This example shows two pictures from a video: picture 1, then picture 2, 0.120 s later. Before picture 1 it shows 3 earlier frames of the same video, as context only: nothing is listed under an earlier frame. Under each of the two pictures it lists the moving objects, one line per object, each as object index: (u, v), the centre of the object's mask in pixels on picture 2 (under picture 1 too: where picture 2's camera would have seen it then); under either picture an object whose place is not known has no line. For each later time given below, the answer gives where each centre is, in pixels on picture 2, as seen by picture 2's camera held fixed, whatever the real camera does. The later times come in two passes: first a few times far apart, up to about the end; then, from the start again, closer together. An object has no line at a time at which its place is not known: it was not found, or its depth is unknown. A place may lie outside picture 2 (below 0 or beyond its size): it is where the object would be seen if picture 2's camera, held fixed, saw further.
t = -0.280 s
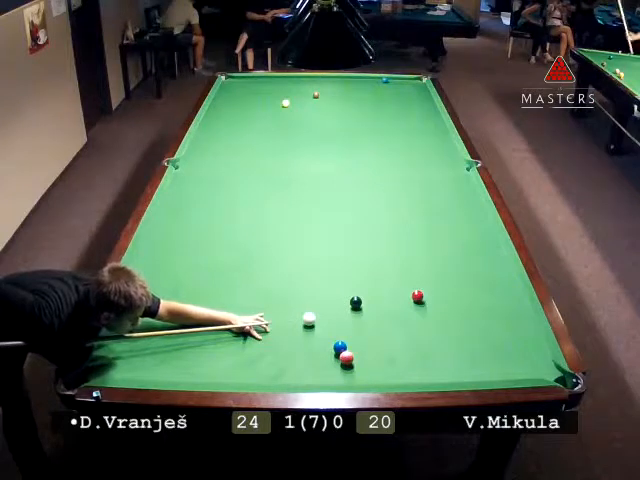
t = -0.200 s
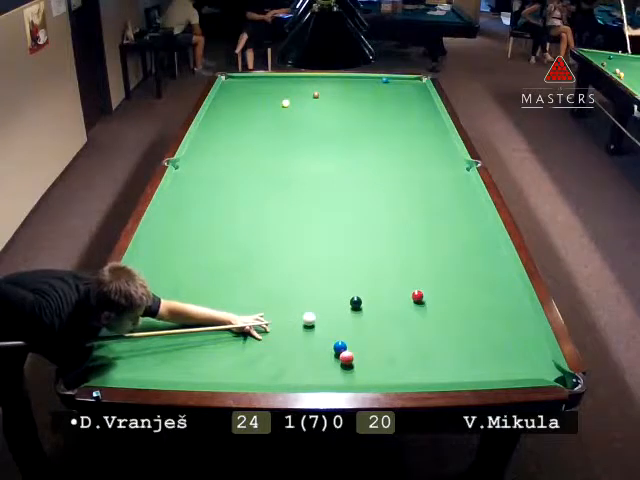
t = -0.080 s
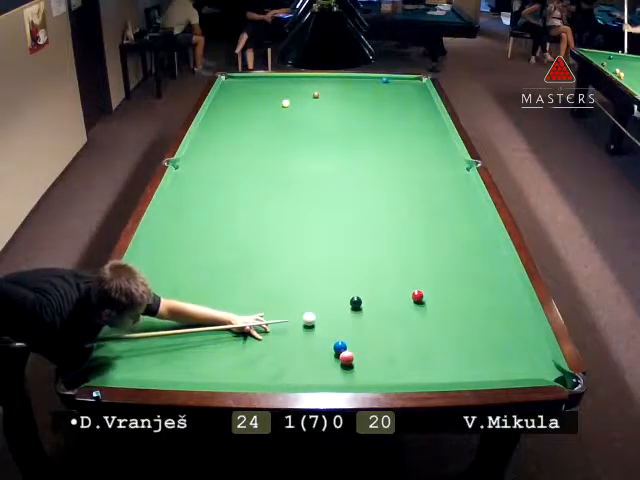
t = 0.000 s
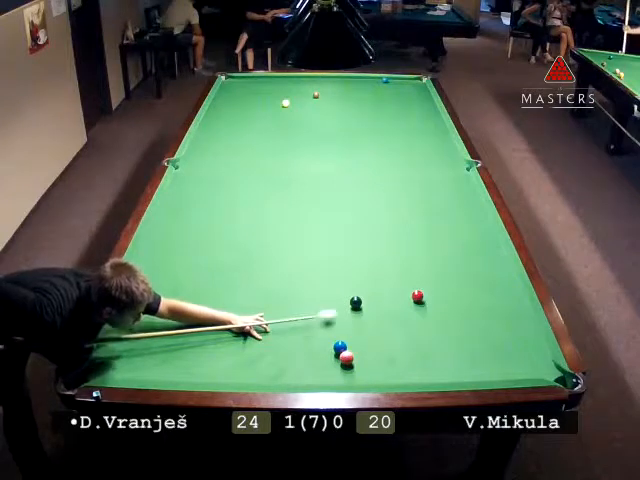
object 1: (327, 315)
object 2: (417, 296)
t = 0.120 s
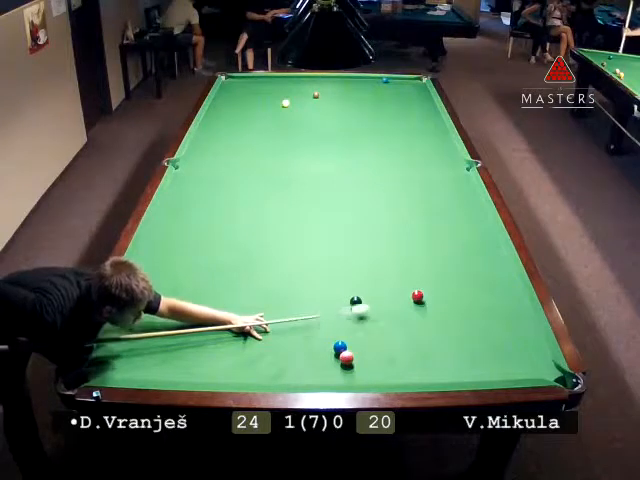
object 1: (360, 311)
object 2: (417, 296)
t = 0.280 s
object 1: (401, 304)
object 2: (417, 295)
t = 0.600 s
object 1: (460, 314)
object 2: (432, 279)
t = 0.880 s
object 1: (506, 323)
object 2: (444, 266)
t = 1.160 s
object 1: (520, 332)
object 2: (454, 255)
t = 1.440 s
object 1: (494, 339)
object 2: (463, 245)
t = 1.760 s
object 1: (464, 347)
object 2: (471, 236)
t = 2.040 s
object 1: (439, 353)
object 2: (477, 229)
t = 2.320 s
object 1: (416, 359)
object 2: (483, 224)
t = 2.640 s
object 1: (389, 366)
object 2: (484, 219)
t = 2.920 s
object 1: (368, 370)
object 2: (480, 216)
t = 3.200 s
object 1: (349, 374)
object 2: (476, 214)
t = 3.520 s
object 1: (329, 377)
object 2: (474, 213)
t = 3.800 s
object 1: (316, 377)
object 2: (474, 213)
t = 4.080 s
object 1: (305, 376)
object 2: (473, 213)
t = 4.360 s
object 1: (298, 375)
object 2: (473, 213)
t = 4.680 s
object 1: (291, 375)
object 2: (473, 213)
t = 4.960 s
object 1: (288, 375)
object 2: (473, 213)
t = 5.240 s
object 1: (287, 375)
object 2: (473, 213)
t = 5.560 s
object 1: (286, 375)
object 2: (473, 213)
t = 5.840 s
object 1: (286, 375)
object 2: (473, 213)
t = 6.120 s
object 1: (286, 375)
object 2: (473, 213)
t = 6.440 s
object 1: (286, 375)
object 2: (473, 213)
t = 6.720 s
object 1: (286, 375)
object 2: (473, 213)
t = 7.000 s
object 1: (286, 375)
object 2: (473, 213)
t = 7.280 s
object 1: (286, 375)
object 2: (473, 213)
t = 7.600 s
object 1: (286, 375)
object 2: (473, 213)
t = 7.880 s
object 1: (286, 375)
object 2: (473, 213)
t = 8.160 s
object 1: (286, 375)
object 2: (473, 213)
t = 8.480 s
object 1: (286, 375)
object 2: (473, 213)
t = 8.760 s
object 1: (286, 375)
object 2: (473, 213)
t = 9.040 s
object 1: (286, 375)
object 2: (473, 213)
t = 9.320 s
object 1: (286, 375)
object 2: (473, 213)
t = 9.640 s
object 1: (286, 375)
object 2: (473, 213)
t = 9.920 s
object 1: (286, 375)
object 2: (473, 213)
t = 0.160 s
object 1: (371, 308)
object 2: (417, 296)
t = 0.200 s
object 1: (381, 307)
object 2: (417, 295)
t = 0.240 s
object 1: (391, 305)
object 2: (417, 296)
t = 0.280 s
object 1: (401, 304)
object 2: (417, 295)
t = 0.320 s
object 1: (410, 303)
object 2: (420, 294)
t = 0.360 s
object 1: (418, 304)
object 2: (420, 293)
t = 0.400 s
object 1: (424, 306)
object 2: (422, 290)
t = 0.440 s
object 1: (432, 308)
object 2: (424, 288)
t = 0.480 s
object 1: (439, 309)
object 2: (426, 286)
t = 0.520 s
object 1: (446, 311)
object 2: (428, 284)
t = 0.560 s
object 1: (453, 312)
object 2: (430, 282)
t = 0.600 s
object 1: (460, 314)
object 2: (432, 279)
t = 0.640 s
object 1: (467, 315)
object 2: (434, 278)
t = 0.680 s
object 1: (473, 316)
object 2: (436, 276)
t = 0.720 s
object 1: (481, 318)
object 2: (438, 274)
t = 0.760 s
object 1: (487, 319)
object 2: (439, 272)
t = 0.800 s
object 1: (494, 320)
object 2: (441, 270)
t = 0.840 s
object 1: (500, 322)
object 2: (442, 268)
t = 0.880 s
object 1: (506, 323)
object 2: (444, 266)
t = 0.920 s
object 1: (513, 324)
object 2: (445, 265)
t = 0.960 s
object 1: (520, 325)
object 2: (447, 263)
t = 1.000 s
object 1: (526, 327)
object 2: (448, 261)
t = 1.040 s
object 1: (531, 328)
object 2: (450, 260)
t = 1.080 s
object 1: (528, 329)
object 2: (452, 257)
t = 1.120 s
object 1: (524, 330)
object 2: (453, 256)
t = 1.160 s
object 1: (520, 332)
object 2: (454, 255)
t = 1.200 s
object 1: (516, 333)
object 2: (455, 253)
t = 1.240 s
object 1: (512, 334)
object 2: (457, 252)
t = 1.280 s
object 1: (509, 335)
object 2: (458, 250)
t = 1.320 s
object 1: (505, 336)
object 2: (459, 249)
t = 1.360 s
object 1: (502, 337)
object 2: (460, 248)
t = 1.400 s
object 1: (497, 338)
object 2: (461, 246)
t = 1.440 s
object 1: (494, 339)
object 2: (463, 245)
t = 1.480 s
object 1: (490, 340)
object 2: (464, 244)
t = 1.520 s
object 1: (486, 341)
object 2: (465, 243)
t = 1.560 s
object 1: (483, 342)
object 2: (466, 241)
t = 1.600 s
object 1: (479, 343)
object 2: (467, 240)
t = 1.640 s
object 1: (475, 344)
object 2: (468, 239)
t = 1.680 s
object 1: (471, 345)
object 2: (469, 238)
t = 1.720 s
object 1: (468, 346)
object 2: (470, 237)
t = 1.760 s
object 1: (464, 347)
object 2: (471, 236)
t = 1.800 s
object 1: (461, 348)
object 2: (472, 235)
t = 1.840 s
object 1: (457, 349)
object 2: (473, 234)
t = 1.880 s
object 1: (454, 350)
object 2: (474, 233)
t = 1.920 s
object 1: (450, 351)
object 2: (475, 232)
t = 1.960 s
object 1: (446, 352)
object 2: (476, 231)
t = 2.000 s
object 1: (442, 353)
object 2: (477, 230)
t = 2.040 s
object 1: (439, 353)
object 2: (477, 229)
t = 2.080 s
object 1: (435, 354)
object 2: (478, 228)
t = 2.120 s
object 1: (432, 355)
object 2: (479, 228)
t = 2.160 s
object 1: (429, 356)
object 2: (480, 227)
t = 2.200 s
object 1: (425, 357)
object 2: (481, 226)
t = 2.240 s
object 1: (422, 358)
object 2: (482, 225)
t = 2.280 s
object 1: (419, 359)
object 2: (483, 224)
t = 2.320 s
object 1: (416, 359)
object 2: (483, 224)
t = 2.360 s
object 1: (412, 360)
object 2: (484, 223)
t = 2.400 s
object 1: (409, 361)
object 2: (485, 222)
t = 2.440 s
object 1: (405, 362)
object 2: (485, 221)
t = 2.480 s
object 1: (402, 362)
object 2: (486, 221)
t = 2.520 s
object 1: (399, 363)
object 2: (486, 220)
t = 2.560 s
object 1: (395, 364)
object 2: (486, 220)
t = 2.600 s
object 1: (392, 365)
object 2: (485, 219)
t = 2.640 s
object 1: (389, 366)
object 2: (484, 219)
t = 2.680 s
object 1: (386, 366)
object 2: (484, 219)
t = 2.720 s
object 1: (383, 367)
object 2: (483, 218)
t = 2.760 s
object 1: (380, 368)
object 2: (482, 217)
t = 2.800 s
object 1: (377, 369)
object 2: (482, 217)
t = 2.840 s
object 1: (374, 369)
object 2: (481, 217)
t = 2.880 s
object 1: (371, 370)
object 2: (481, 217)
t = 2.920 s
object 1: (368, 370)
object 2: (480, 216)
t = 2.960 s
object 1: (366, 370)
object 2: (480, 216)
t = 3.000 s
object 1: (363, 371)
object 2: (479, 215)
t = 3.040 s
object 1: (360, 373)
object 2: (478, 215)
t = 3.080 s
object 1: (357, 373)
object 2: (477, 215)
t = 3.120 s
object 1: (354, 374)
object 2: (477, 215)
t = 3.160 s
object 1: (352, 374)
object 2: (476, 215)
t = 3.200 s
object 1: (349, 374)
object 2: (476, 214)
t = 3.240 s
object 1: (347, 376)
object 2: (475, 214)
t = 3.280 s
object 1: (344, 375)
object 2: (475, 214)
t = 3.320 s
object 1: (341, 375)
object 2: (475, 214)
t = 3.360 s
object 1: (339, 376)
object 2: (475, 214)
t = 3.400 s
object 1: (336, 376)
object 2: (474, 213)
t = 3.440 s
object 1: (334, 376)
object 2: (474, 213)
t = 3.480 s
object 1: (332, 376)
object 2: (474, 213)
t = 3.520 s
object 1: (329, 377)
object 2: (474, 213)
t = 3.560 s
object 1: (327, 377)
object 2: (474, 213)
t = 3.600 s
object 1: (325, 378)
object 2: (474, 213)
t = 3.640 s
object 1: (323, 378)
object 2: (474, 213)
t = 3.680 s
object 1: (321, 377)
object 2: (474, 213)
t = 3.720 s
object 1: (319, 377)
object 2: (474, 213)
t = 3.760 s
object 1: (317, 377)
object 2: (474, 213)
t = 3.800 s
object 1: (316, 377)
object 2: (474, 213)
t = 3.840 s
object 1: (314, 377)
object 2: (474, 213)
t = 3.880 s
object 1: (312, 377)
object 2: (474, 213)
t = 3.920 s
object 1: (311, 377)
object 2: (474, 213)
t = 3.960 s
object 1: (310, 376)
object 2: (474, 213)
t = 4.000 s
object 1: (308, 376)
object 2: (474, 213)
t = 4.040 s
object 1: (307, 376)
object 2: (473, 213)
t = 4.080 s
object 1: (305, 376)
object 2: (473, 213)
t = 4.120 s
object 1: (304, 376)
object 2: (473, 213)
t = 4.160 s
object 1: (303, 376)
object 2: (473, 213)
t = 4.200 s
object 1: (302, 376)
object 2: (473, 213)
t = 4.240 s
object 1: (301, 375)
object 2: (473, 213)
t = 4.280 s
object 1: (300, 375)
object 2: (473, 213)
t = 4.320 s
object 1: (299, 375)
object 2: (473, 213)
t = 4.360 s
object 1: (298, 375)
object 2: (473, 213)
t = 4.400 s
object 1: (296, 375)
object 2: (473, 213)
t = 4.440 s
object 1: (296, 375)
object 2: (473, 213)
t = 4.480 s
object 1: (295, 375)
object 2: (473, 213)
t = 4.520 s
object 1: (294, 375)
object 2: (473, 213)
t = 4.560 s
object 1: (294, 375)
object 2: (473, 213)
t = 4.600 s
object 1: (293, 375)
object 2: (473, 213)
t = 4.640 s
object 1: (292, 375)
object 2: (473, 213)
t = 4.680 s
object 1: (291, 375)
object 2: (473, 213)
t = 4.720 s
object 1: (291, 375)
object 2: (473, 213)
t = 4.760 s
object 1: (290, 375)
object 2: (473, 213)
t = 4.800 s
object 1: (290, 375)
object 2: (473, 213)
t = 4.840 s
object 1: (289, 375)
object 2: (473, 213)
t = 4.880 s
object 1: (289, 375)
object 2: (473, 213)
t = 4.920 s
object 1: (288, 375)
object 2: (473, 213)
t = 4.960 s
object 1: (288, 375)
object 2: (473, 213)
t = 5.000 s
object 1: (287, 375)
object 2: (473, 213)
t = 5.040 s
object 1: (287, 375)
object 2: (473, 213)
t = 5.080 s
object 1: (287, 375)
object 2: (473, 213)
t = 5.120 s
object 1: (287, 375)
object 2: (473, 213)
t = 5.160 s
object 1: (287, 375)
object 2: (473, 213)
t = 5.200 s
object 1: (287, 375)
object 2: (473, 213)
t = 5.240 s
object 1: (287, 375)
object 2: (473, 213)
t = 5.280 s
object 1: (286, 375)
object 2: (473, 213)
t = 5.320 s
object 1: (286, 375)
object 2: (473, 213)
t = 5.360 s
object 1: (286, 375)
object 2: (473, 213)
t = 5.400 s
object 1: (286, 375)
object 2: (473, 213)
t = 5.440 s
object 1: (286, 375)
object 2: (473, 213)
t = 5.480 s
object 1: (286, 375)
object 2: (473, 213)
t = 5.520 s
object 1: (286, 375)
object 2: (473, 213)
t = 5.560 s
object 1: (286, 375)
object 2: (473, 213)
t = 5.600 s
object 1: (286, 375)
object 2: (473, 213)
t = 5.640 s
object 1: (286, 375)
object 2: (473, 213)
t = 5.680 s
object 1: (286, 375)
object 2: (473, 213)
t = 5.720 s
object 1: (286, 375)
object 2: (473, 213)
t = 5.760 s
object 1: (286, 375)
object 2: (473, 213)
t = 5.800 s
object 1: (286, 375)
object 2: (473, 213)
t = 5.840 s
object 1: (286, 375)
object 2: (473, 213)
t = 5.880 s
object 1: (286, 375)
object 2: (473, 213)
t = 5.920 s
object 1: (286, 375)
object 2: (473, 213)
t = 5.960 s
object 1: (286, 375)
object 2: (473, 213)
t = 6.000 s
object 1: (286, 375)
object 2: (473, 213)
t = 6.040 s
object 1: (286, 375)
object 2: (473, 213)
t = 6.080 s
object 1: (286, 375)
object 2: (473, 213)
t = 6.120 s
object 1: (286, 375)
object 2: (473, 213)
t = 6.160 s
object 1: (286, 375)
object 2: (473, 213)
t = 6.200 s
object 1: (286, 375)
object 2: (473, 213)
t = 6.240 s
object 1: (286, 375)
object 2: (473, 213)
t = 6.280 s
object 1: (286, 375)
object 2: (473, 213)
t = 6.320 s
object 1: (286, 375)
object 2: (473, 213)
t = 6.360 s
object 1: (286, 375)
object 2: (473, 213)
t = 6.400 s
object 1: (286, 375)
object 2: (473, 213)
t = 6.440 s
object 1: (286, 375)
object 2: (473, 213)
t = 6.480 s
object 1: (286, 375)
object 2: (473, 213)
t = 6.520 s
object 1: (286, 375)
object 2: (473, 213)
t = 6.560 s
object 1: (286, 375)
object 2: (473, 213)
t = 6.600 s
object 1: (286, 375)
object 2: (473, 213)
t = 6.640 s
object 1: (286, 375)
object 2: (473, 213)
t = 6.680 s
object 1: (286, 375)
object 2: (473, 213)
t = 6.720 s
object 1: (286, 375)
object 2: (473, 213)
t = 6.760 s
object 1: (286, 375)
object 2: (473, 213)
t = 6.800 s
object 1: (286, 375)
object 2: (473, 213)
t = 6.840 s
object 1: (286, 375)
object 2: (473, 213)
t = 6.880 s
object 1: (286, 375)
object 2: (473, 213)
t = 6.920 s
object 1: (286, 375)
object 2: (473, 213)
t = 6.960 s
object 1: (286, 375)
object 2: (473, 213)
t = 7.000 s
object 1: (286, 375)
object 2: (473, 213)
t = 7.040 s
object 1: (286, 375)
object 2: (473, 213)
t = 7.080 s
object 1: (286, 375)
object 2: (473, 213)
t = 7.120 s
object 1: (286, 375)
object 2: (473, 213)
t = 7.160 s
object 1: (286, 375)
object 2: (473, 213)
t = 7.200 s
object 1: (286, 375)
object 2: (473, 213)
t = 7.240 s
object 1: (286, 375)
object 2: (473, 213)
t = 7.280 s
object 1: (286, 375)
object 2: (473, 213)
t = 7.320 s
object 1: (286, 375)
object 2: (473, 213)
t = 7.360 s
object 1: (286, 375)
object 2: (473, 213)
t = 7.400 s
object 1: (286, 375)
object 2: (473, 213)
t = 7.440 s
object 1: (286, 375)
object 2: (473, 213)
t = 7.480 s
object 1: (286, 375)
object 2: (473, 213)
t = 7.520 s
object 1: (286, 375)
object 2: (473, 213)
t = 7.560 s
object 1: (286, 375)
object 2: (473, 213)
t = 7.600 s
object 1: (286, 375)
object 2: (473, 213)
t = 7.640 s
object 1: (286, 375)
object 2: (473, 213)
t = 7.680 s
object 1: (286, 375)
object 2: (473, 213)
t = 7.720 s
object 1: (286, 375)
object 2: (473, 213)
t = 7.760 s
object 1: (286, 375)
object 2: (473, 213)
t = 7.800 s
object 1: (286, 375)
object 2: (473, 213)
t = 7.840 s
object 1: (286, 375)
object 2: (473, 213)
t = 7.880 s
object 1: (286, 375)
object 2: (473, 213)
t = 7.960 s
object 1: (286, 375)
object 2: (473, 213)
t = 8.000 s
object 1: (286, 375)
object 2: (473, 213)
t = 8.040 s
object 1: (286, 375)
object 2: (473, 213)
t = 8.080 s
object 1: (286, 375)
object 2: (473, 213)
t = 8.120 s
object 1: (286, 375)
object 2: (473, 213)
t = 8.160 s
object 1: (286, 375)
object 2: (473, 213)
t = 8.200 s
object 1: (286, 375)
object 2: (473, 213)
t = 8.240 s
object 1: (286, 375)
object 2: (473, 213)
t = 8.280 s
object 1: (286, 375)
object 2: (473, 213)
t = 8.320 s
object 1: (286, 375)
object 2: (473, 213)
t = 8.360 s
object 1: (286, 375)
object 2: (473, 213)
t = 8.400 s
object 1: (286, 375)
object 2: (473, 213)
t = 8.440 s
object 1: (286, 375)
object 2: (473, 213)
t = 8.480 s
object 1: (286, 375)
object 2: (473, 213)
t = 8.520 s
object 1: (286, 375)
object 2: (473, 213)
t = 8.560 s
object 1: (286, 375)
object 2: (473, 213)
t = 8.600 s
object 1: (286, 375)
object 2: (473, 213)
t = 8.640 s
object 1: (286, 375)
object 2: (473, 213)
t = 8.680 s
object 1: (286, 375)
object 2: (473, 213)
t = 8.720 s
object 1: (286, 375)
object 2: (473, 213)
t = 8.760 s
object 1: (286, 375)
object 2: (473, 213)
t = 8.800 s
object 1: (286, 375)
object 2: (473, 213)
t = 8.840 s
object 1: (286, 375)
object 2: (473, 213)
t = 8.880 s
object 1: (286, 375)
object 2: (473, 213)
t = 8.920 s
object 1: (286, 375)
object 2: (473, 213)
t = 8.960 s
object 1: (286, 375)
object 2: (473, 213)
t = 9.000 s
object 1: (286, 375)
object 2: (473, 213)
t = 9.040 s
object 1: (286, 375)
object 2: (473, 213)
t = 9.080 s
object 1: (286, 375)
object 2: (473, 213)
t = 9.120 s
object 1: (286, 375)
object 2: (473, 213)
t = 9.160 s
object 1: (286, 375)
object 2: (473, 213)
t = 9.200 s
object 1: (286, 375)
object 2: (473, 213)
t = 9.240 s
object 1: (286, 375)
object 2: (473, 213)
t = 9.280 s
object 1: (286, 375)
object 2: (473, 213)
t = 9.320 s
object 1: (286, 375)
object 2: (473, 213)
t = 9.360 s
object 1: (286, 375)
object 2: (473, 213)
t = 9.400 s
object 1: (286, 375)
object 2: (473, 213)
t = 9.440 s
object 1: (286, 375)
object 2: (473, 213)
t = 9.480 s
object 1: (286, 375)
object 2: (473, 213)
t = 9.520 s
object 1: (286, 375)
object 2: (473, 213)
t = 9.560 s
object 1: (286, 375)
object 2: (473, 213)
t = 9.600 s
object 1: (286, 375)
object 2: (473, 213)
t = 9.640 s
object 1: (286, 375)
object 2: (473, 213)
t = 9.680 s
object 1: (286, 375)
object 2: (473, 213)
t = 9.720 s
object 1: (286, 375)
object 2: (473, 213)
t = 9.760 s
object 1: (286, 375)
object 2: (473, 213)
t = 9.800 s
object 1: (286, 375)
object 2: (473, 213)
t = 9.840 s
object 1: (286, 375)
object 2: (473, 213)
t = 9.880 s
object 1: (286, 375)
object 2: (473, 213)
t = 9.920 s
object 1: (286, 375)
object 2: (473, 213)
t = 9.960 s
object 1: (286, 375)
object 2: (473, 213)
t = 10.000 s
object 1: (286, 375)
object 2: (473, 213)
